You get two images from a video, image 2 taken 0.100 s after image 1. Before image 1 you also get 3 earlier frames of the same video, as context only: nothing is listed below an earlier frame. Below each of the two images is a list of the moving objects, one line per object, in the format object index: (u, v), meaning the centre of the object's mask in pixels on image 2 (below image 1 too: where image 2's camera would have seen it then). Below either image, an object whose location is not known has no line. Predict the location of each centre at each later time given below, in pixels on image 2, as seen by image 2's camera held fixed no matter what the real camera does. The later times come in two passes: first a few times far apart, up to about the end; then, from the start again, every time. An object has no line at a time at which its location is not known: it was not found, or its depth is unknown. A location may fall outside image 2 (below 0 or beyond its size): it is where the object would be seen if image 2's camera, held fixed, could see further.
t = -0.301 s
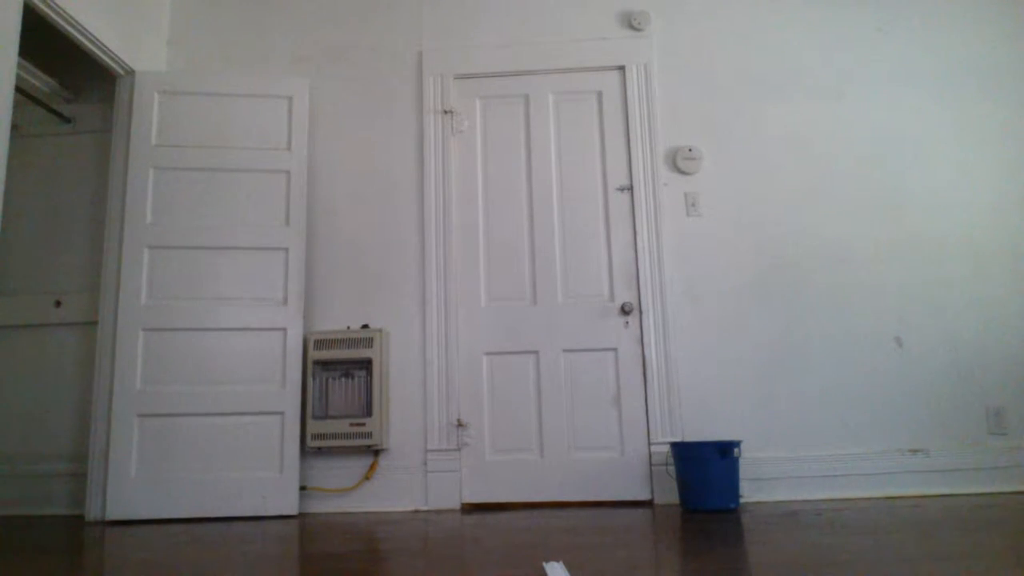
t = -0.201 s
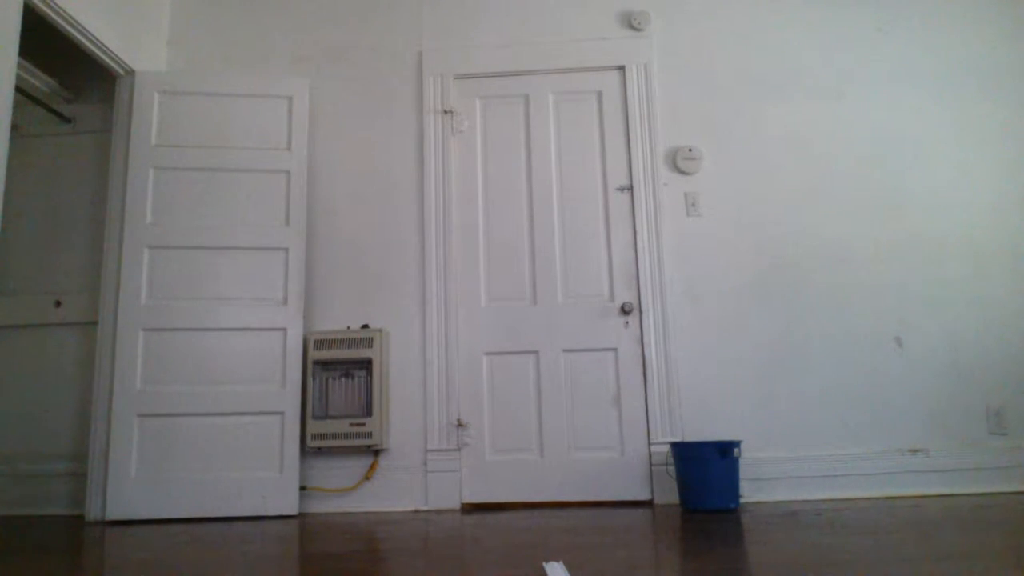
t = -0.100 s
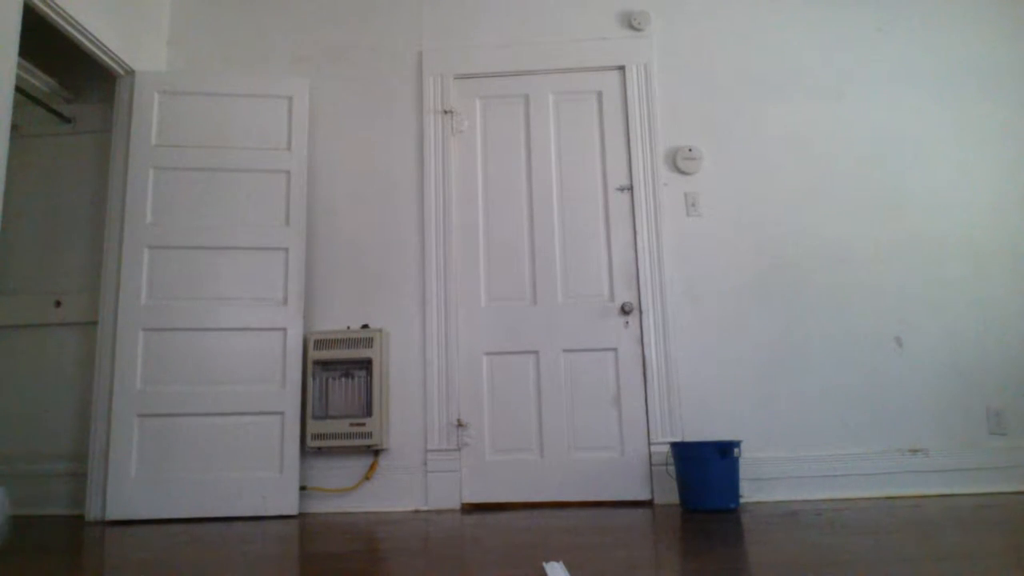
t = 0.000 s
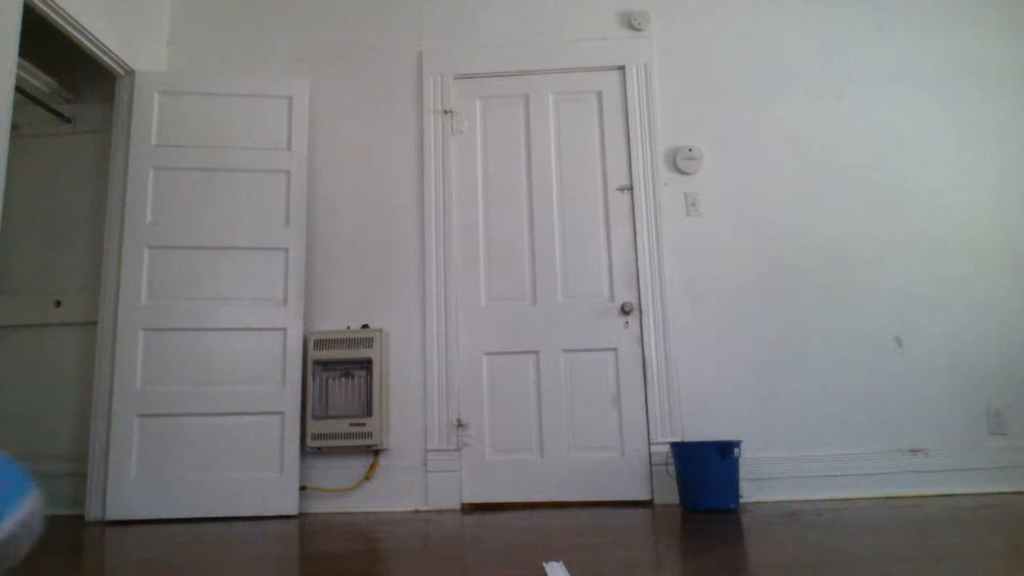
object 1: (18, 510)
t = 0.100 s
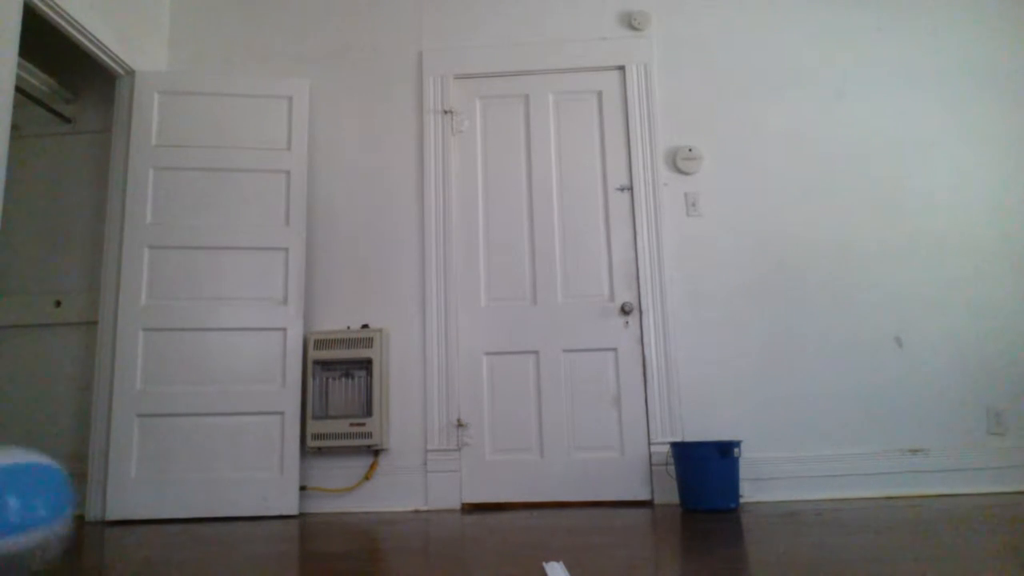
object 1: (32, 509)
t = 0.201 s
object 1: (48, 503)
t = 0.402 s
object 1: (88, 511)
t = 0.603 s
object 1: (123, 506)
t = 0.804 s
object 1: (152, 501)
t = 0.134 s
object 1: (37, 514)
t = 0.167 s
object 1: (43, 507)
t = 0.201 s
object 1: (48, 503)
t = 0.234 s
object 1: (51, 508)
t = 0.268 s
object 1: (56, 511)
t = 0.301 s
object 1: (63, 511)
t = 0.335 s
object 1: (71, 512)
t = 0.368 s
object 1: (79, 512)
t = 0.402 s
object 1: (88, 511)
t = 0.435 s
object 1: (96, 510)
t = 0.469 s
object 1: (102, 508)
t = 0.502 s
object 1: (107, 506)
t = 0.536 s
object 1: (113, 505)
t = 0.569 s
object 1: (118, 505)
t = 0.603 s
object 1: (123, 506)
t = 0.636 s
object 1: (129, 506)
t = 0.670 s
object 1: (134, 504)
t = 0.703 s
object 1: (139, 503)
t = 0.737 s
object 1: (144, 503)
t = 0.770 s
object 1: (149, 502)
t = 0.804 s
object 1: (152, 501)
